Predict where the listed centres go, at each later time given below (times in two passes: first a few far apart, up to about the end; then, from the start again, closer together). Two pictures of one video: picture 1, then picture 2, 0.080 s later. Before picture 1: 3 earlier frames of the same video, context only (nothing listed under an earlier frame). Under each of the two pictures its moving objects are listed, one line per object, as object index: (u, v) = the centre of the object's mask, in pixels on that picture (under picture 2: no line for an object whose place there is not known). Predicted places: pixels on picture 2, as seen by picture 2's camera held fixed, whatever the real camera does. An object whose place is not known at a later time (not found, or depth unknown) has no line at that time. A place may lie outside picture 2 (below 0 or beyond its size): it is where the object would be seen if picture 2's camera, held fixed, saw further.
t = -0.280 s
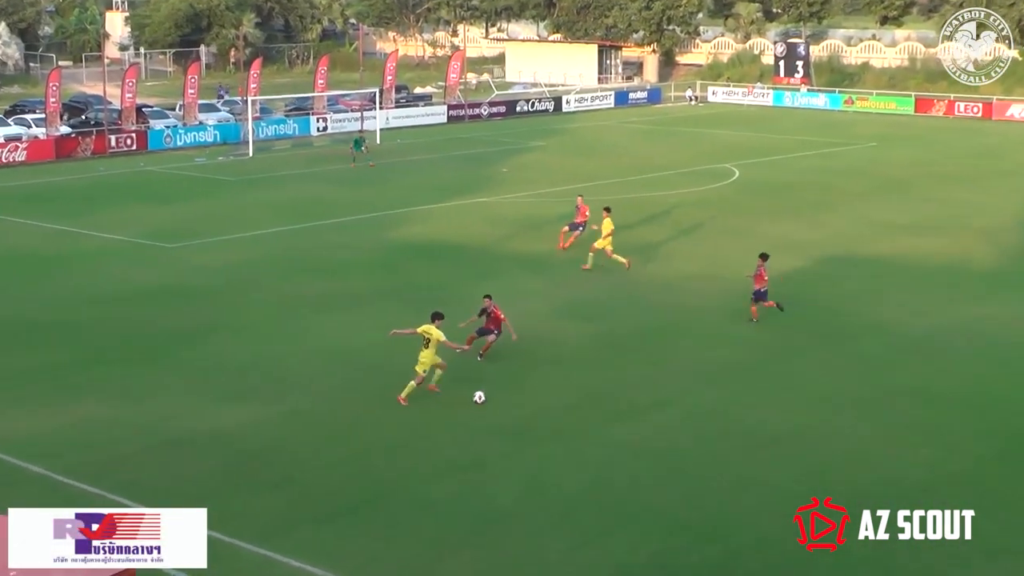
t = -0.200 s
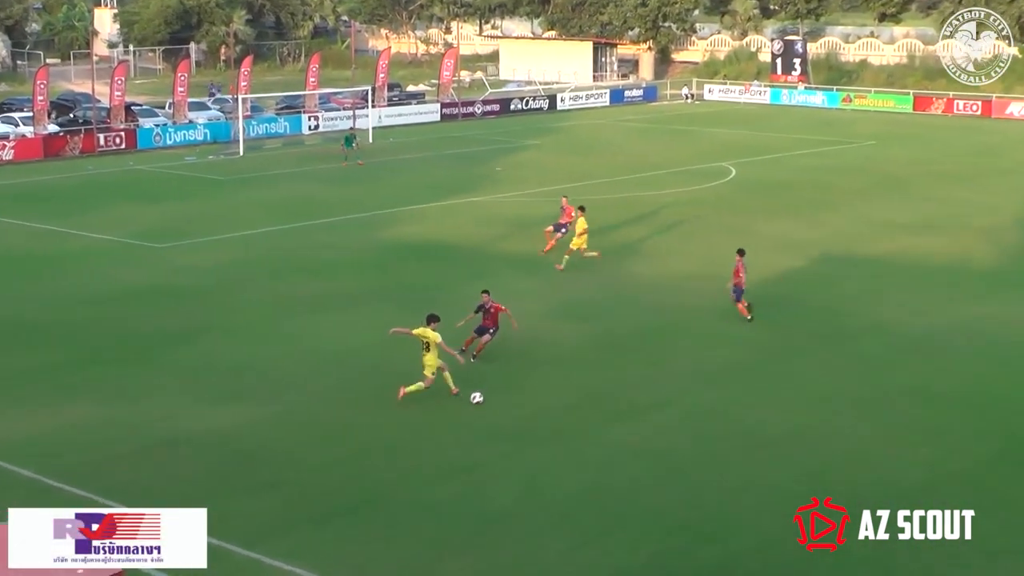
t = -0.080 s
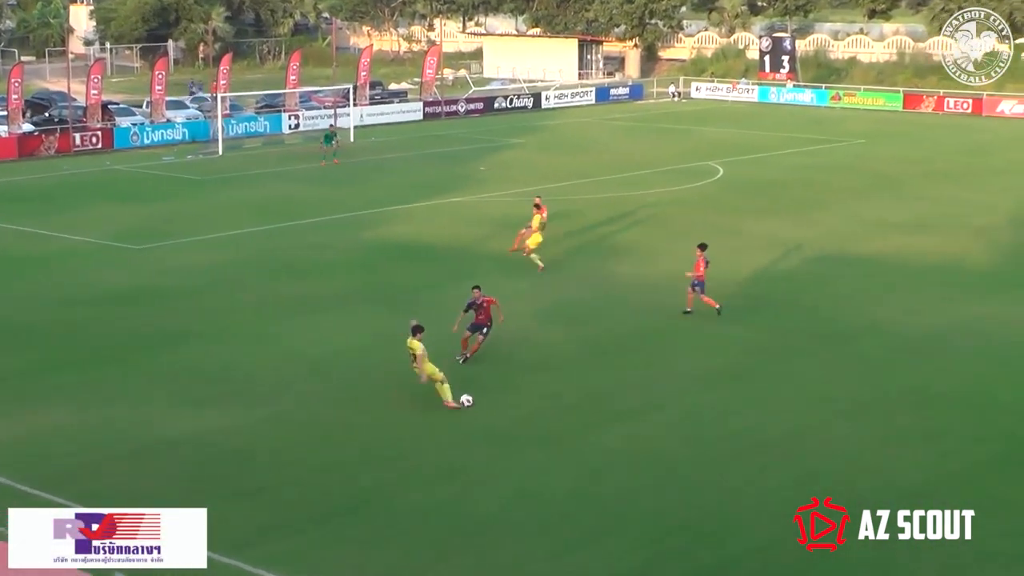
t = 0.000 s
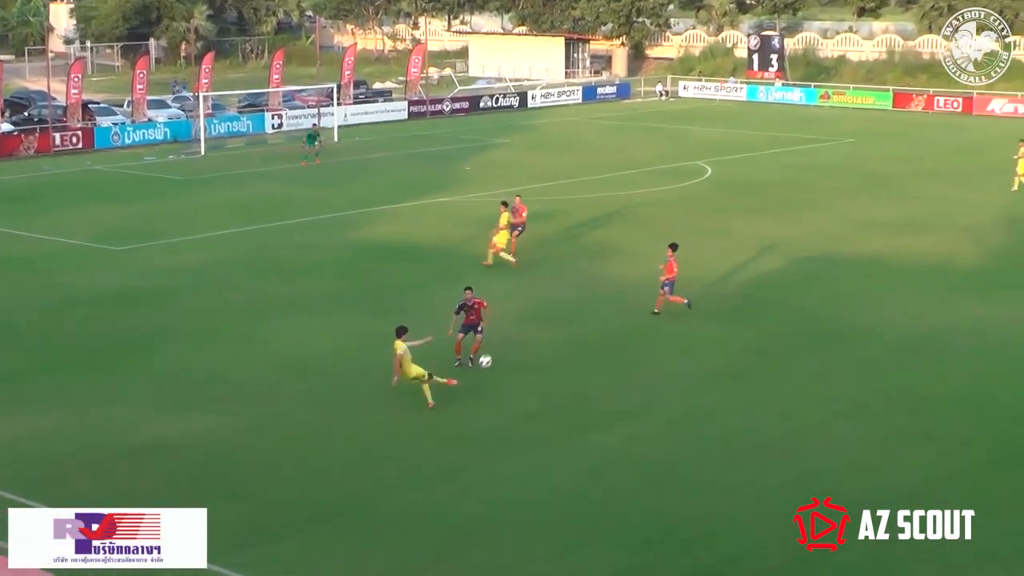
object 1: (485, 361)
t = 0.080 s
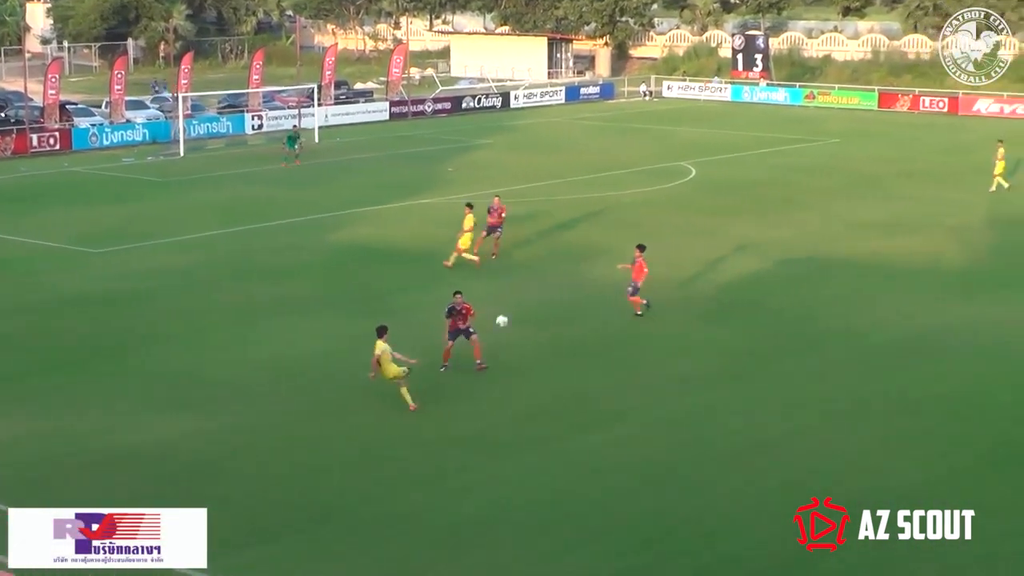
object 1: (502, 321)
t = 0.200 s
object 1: (538, 270)
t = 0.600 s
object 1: (623, 177)
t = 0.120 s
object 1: (514, 302)
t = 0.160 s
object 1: (527, 285)
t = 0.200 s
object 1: (538, 270)
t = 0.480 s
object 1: (604, 195)
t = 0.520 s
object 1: (611, 188)
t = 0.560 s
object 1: (617, 182)
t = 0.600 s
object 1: (623, 177)
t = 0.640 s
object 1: (628, 173)
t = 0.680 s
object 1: (633, 170)
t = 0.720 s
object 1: (637, 167)
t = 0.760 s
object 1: (641, 165)
